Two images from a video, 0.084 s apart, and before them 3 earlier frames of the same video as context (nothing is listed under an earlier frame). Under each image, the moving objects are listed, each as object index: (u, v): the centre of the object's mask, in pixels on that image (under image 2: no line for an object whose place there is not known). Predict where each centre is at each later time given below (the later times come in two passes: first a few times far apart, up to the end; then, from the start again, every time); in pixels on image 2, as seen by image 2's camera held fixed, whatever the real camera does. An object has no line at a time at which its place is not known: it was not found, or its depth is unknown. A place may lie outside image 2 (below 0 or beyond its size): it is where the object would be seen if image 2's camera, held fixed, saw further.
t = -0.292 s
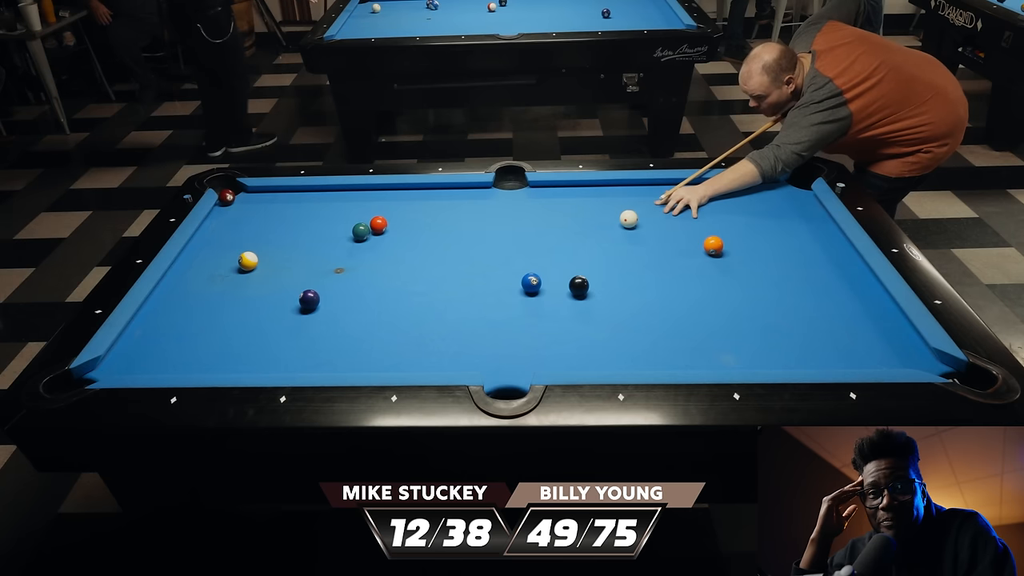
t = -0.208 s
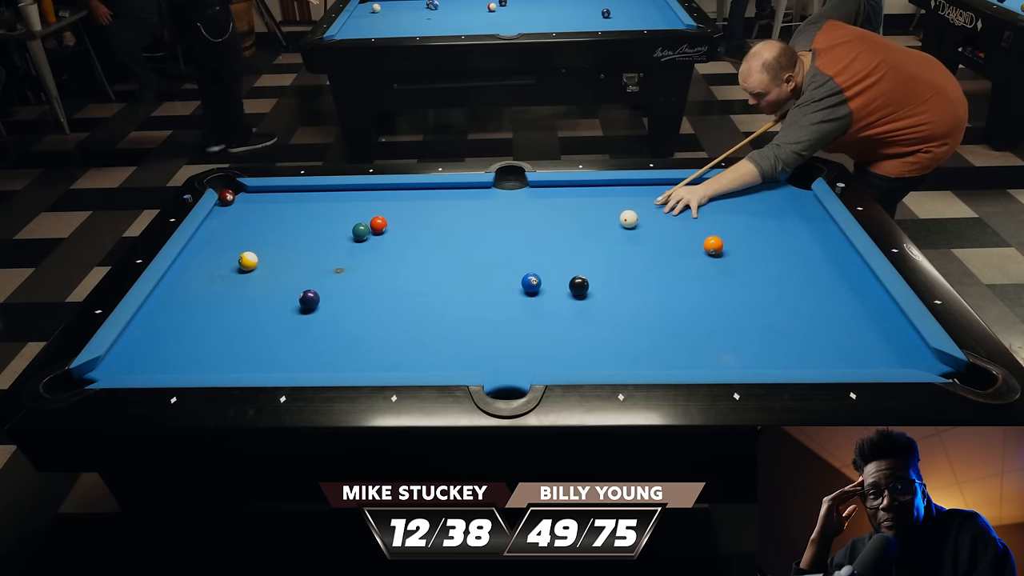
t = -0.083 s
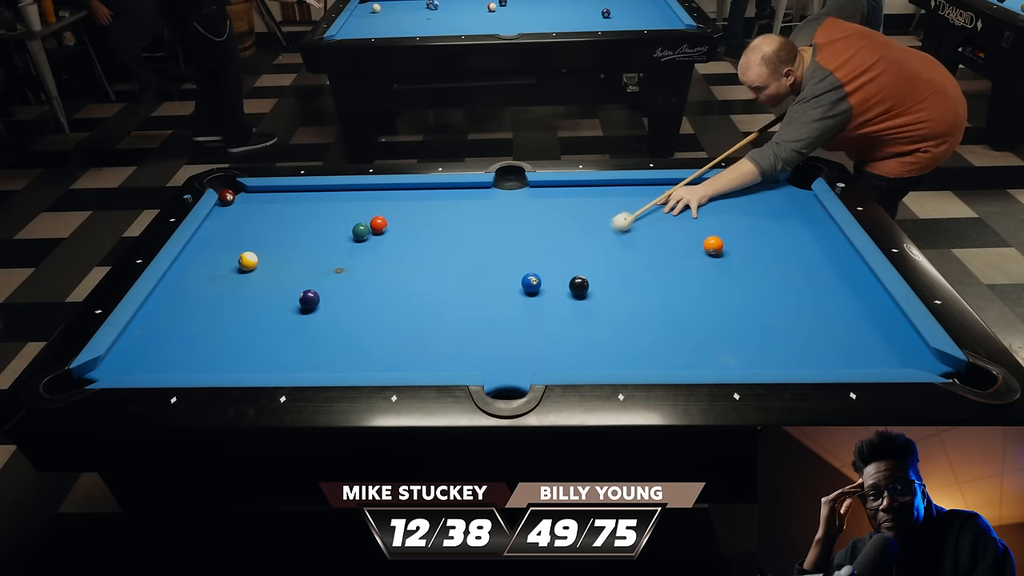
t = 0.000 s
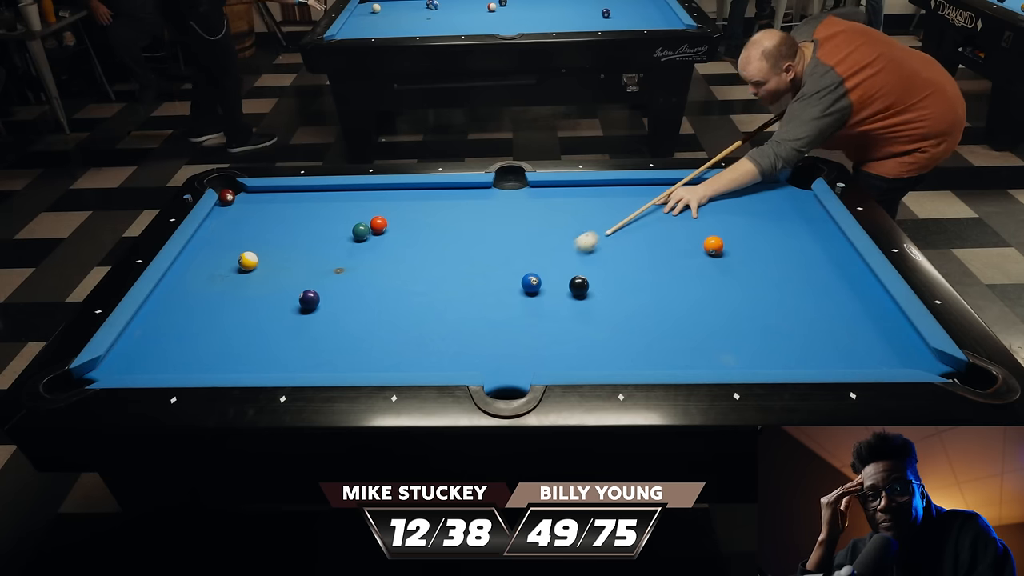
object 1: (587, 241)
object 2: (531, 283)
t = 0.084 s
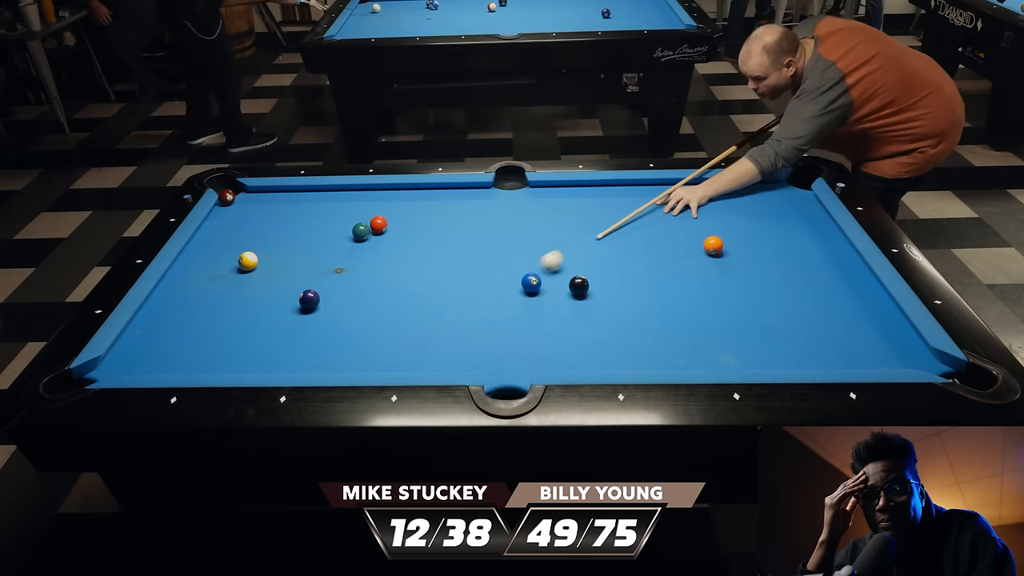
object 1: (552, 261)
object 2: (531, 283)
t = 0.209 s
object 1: (510, 270)
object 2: (527, 302)
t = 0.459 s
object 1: (453, 266)
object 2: (515, 354)
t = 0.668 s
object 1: (409, 261)
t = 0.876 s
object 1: (366, 258)
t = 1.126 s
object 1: (318, 255)
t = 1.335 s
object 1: (280, 252)
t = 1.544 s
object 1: (244, 246)
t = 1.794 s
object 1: (203, 245)
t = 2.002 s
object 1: (213, 239)
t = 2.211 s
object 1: (239, 231)
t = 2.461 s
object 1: (268, 223)
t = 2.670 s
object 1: (290, 217)
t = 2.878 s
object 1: (311, 211)
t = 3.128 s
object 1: (333, 205)
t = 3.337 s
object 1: (350, 199)
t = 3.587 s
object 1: (369, 194)
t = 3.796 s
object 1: (384, 189)
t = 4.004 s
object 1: (393, 189)
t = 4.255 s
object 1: (401, 192)
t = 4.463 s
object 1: (407, 193)
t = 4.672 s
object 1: (413, 194)
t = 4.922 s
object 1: (418, 195)
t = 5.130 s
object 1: (422, 195)
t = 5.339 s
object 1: (424, 196)
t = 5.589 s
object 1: (426, 196)
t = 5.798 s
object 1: (428, 195)
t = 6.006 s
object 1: (428, 195)
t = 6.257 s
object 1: (428, 195)
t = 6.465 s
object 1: (428, 196)
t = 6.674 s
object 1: (428, 195)
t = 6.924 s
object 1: (428, 195)
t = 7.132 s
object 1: (428, 196)
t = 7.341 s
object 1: (428, 195)
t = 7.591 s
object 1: (428, 195)
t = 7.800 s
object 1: (428, 195)
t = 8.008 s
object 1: (428, 196)
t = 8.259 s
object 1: (428, 195)
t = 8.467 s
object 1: (428, 195)
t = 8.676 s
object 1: (428, 196)
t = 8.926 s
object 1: (428, 196)
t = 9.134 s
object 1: (428, 196)
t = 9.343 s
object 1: (428, 196)
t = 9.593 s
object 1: (428, 196)
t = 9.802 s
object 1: (428, 195)
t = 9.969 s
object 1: (428, 196)
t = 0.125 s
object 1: (536, 268)
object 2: (531, 283)
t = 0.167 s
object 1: (522, 270)
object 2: (529, 292)
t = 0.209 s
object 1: (510, 270)
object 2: (527, 302)
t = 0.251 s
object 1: (501, 269)
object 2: (525, 311)
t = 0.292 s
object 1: (491, 268)
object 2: (523, 319)
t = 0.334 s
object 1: (481, 268)
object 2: (521, 328)
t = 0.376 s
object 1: (472, 267)
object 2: (519, 336)
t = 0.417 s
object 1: (462, 266)
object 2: (517, 345)
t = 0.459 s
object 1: (453, 266)
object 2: (515, 354)
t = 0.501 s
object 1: (444, 265)
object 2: (512, 364)
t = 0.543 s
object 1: (435, 264)
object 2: (510, 371)
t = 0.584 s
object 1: (426, 263)
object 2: (508, 382)
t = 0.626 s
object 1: (417, 263)
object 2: (506, 393)
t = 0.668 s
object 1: (409, 261)
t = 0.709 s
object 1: (400, 261)
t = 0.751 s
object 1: (391, 261)
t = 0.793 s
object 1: (383, 260)
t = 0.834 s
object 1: (374, 259)
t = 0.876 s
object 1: (366, 258)
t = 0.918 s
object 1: (358, 258)
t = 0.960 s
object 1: (350, 257)
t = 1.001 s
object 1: (342, 257)
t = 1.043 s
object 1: (334, 256)
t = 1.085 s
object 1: (326, 255)
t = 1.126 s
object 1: (318, 255)
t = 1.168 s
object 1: (310, 254)
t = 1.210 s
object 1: (303, 254)
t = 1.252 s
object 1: (295, 253)
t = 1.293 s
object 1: (288, 252)
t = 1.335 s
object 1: (280, 252)
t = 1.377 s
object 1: (273, 251)
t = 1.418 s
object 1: (266, 250)
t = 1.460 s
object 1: (260, 249)
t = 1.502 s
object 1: (252, 247)
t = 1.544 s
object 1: (244, 246)
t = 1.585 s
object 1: (237, 247)
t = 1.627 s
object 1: (230, 247)
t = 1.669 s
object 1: (223, 247)
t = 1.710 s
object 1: (217, 246)
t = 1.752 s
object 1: (210, 246)
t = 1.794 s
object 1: (203, 245)
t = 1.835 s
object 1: (197, 245)
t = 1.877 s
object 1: (196, 244)
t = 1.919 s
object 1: (202, 242)
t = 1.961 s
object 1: (208, 240)
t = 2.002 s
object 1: (213, 239)
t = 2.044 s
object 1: (218, 237)
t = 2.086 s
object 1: (224, 236)
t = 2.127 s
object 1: (229, 234)
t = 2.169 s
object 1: (234, 233)
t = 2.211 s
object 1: (239, 231)
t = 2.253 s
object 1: (244, 230)
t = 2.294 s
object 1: (249, 229)
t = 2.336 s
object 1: (254, 227)
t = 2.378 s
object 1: (259, 226)
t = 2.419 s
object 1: (264, 224)
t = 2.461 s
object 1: (268, 223)
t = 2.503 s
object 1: (272, 222)
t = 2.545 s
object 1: (277, 221)
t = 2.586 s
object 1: (281, 219)
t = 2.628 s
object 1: (286, 218)
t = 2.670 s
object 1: (290, 217)
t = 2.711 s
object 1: (294, 216)
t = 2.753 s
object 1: (299, 214)
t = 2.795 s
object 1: (303, 213)
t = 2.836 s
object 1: (307, 212)
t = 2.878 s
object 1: (311, 211)
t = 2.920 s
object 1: (315, 210)
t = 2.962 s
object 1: (318, 209)
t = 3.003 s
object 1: (322, 208)
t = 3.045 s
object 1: (326, 207)
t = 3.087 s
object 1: (330, 206)
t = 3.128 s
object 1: (333, 205)
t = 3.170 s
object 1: (337, 203)
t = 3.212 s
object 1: (340, 202)
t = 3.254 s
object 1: (344, 201)
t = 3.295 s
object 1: (347, 200)
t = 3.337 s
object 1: (350, 199)
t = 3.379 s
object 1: (354, 199)
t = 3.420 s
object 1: (357, 198)
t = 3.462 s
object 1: (360, 197)
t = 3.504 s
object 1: (363, 196)
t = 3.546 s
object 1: (366, 195)
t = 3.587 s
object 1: (369, 194)
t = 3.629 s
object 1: (372, 193)
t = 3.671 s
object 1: (375, 192)
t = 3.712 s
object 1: (378, 191)
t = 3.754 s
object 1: (381, 190)
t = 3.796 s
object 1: (384, 189)
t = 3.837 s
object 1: (387, 189)
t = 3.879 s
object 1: (389, 188)
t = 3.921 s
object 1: (390, 189)
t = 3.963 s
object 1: (391, 189)
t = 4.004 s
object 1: (393, 189)
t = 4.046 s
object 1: (394, 190)
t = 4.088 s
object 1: (396, 190)
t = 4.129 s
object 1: (397, 190)
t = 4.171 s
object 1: (398, 191)
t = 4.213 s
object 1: (400, 191)
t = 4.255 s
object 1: (401, 192)
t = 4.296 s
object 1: (402, 192)
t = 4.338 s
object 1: (403, 192)
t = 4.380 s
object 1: (405, 192)
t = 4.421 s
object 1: (406, 192)
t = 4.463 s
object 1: (407, 193)
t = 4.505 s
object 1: (408, 193)
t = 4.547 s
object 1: (409, 193)
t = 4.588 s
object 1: (410, 193)
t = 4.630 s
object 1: (412, 194)
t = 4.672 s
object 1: (413, 194)
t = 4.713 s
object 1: (414, 194)
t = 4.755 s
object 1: (414, 194)
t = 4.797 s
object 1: (416, 194)
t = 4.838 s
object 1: (416, 194)
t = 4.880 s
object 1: (417, 194)
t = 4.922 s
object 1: (418, 195)
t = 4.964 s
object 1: (419, 195)
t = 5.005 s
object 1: (420, 195)
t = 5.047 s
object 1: (420, 195)
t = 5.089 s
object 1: (421, 195)
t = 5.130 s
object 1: (422, 195)
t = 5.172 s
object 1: (422, 195)
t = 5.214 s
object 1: (423, 195)
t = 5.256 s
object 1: (423, 195)
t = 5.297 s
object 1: (423, 196)
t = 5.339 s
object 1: (424, 196)
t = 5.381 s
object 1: (425, 196)
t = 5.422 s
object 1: (425, 196)
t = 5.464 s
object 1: (425, 196)
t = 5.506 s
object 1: (426, 196)
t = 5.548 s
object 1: (426, 196)
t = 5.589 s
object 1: (426, 196)
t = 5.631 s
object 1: (427, 196)
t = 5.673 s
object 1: (427, 195)
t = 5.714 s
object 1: (427, 195)
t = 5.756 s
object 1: (428, 195)
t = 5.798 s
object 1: (428, 195)
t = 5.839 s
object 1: (428, 195)
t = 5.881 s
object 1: (428, 195)
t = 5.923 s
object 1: (428, 195)
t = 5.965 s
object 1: (428, 195)
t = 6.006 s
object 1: (428, 195)
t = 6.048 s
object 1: (428, 195)
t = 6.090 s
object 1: (428, 195)
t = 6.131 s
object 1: (428, 195)
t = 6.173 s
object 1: (428, 195)
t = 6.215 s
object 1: (428, 195)
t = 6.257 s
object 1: (428, 195)
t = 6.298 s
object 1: (428, 195)
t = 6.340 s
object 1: (428, 196)
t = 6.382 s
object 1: (428, 196)
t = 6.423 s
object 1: (428, 196)
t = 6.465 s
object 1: (428, 196)
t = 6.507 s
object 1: (428, 196)
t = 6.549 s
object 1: (428, 195)
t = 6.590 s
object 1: (428, 196)
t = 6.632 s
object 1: (428, 196)
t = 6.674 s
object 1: (428, 195)
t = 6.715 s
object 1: (428, 195)
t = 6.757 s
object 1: (428, 195)
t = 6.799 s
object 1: (428, 195)
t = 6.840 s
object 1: (428, 196)
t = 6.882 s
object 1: (428, 196)
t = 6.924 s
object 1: (428, 195)
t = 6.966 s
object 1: (428, 195)
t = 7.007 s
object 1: (428, 195)
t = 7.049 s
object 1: (428, 195)
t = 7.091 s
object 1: (428, 195)
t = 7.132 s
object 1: (428, 196)
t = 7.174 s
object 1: (428, 195)
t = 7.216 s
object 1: (428, 195)
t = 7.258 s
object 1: (428, 195)
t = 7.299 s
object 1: (428, 196)
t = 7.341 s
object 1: (428, 195)
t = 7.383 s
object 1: (428, 196)
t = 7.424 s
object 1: (428, 195)
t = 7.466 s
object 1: (428, 195)
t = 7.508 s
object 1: (428, 195)
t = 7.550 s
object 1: (428, 196)
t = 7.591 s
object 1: (428, 195)
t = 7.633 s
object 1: (428, 196)
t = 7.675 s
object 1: (428, 195)
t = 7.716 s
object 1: (428, 195)
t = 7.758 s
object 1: (428, 195)
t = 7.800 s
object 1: (428, 195)
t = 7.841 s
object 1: (428, 196)
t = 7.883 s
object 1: (428, 196)
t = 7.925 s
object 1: (428, 196)
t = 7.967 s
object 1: (428, 196)
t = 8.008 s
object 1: (428, 196)
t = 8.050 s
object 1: (428, 196)
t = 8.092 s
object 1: (428, 195)
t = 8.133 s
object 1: (428, 196)
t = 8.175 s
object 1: (428, 195)
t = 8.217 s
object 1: (428, 196)
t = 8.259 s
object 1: (428, 195)
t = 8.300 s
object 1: (428, 195)
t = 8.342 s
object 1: (428, 196)
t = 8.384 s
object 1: (428, 195)
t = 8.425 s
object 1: (428, 196)
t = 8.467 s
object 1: (428, 195)
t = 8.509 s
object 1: (428, 196)
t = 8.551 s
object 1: (428, 195)
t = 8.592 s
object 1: (428, 196)
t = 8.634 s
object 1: (428, 196)
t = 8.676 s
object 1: (428, 196)
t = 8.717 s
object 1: (428, 195)
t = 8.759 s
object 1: (428, 195)
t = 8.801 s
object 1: (428, 196)
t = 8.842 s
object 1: (428, 196)
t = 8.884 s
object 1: (428, 196)
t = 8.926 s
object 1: (428, 196)
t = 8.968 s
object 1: (428, 196)
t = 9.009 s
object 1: (428, 196)
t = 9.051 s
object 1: (428, 196)
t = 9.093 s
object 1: (428, 196)
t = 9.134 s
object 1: (428, 196)
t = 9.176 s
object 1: (428, 196)
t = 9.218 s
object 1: (428, 196)
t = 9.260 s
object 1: (428, 196)
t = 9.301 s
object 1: (428, 196)
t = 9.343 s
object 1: (428, 196)
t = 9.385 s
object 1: (428, 196)
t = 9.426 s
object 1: (428, 196)
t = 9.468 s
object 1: (428, 196)
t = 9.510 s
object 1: (428, 196)
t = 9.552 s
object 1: (428, 196)
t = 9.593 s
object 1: (428, 196)
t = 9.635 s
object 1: (428, 196)
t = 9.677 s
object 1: (428, 196)
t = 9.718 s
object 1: (428, 196)
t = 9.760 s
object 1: (428, 196)
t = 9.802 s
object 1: (428, 195)
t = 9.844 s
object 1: (428, 195)
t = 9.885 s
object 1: (428, 196)
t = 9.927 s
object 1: (428, 195)
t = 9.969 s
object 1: (428, 196)
